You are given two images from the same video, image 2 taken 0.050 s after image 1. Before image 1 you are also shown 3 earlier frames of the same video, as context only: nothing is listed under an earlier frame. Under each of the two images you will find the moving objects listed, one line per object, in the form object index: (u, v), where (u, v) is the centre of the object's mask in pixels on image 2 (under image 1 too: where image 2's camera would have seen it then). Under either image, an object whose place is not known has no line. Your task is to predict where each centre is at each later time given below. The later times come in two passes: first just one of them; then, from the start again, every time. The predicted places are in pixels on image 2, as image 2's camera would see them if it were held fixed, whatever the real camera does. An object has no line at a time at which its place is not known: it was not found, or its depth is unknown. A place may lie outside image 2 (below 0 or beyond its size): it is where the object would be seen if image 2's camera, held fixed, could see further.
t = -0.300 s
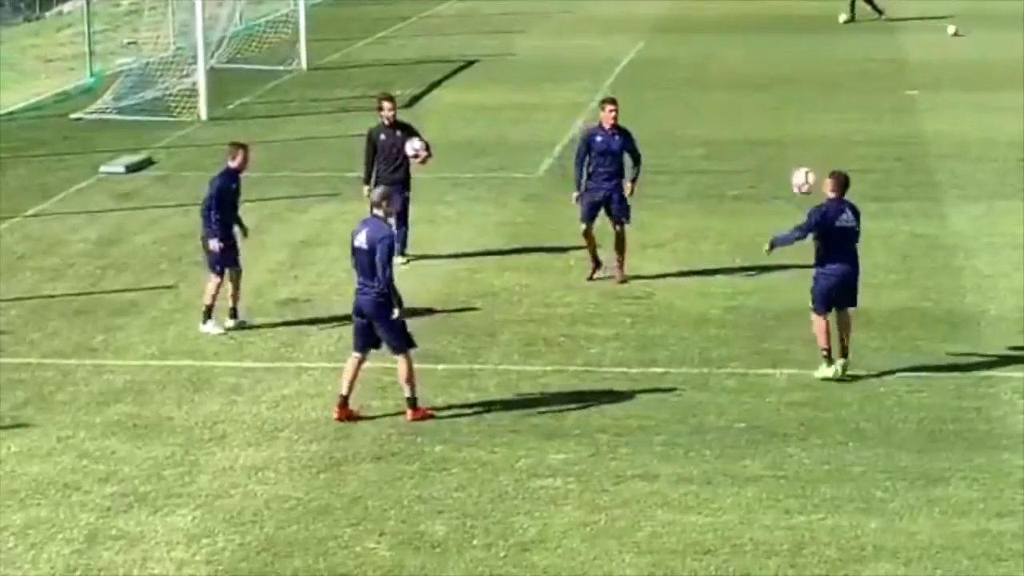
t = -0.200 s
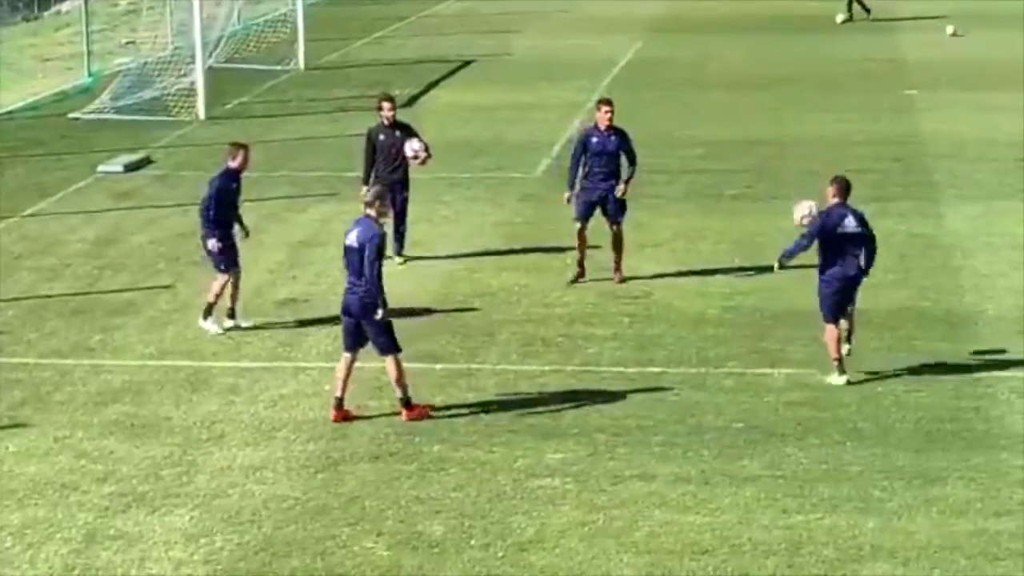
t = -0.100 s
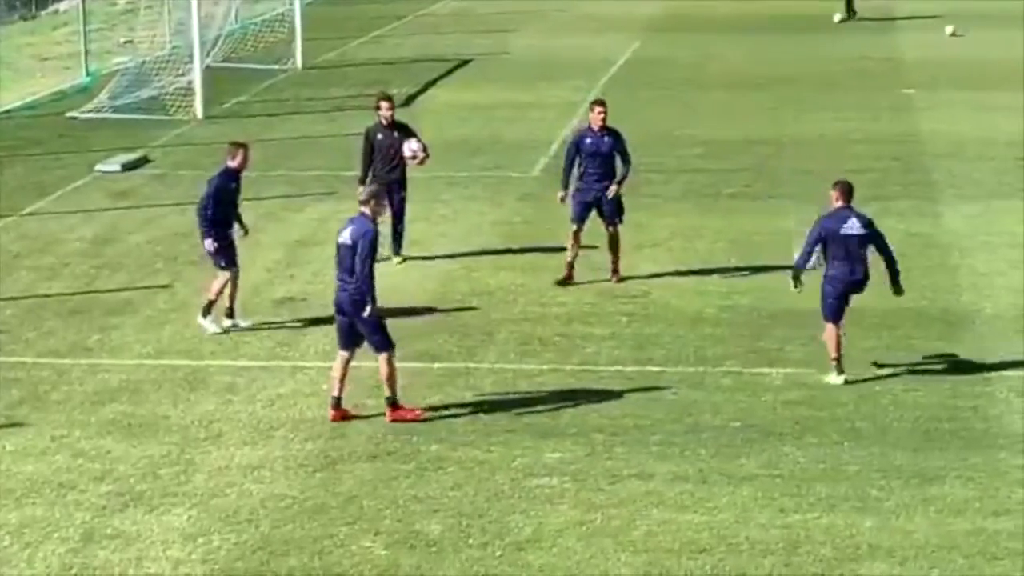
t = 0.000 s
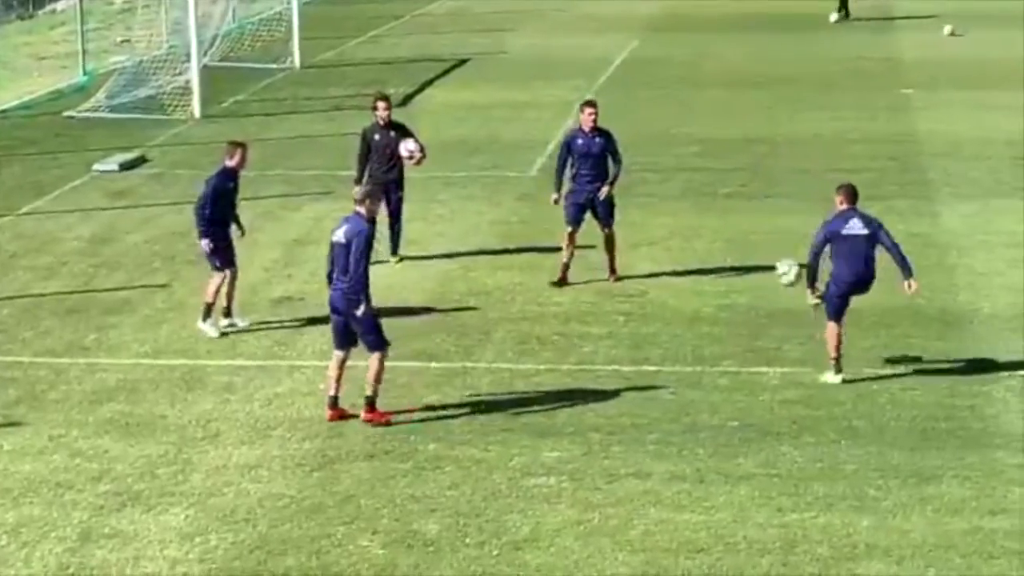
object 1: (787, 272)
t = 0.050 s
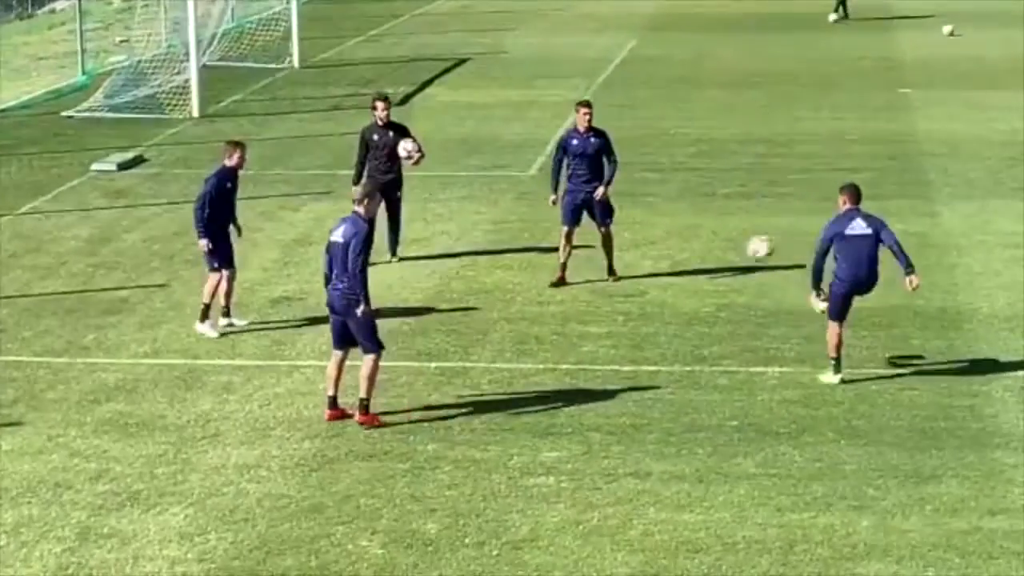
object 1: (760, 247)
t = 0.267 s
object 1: (640, 178)
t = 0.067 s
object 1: (751, 241)
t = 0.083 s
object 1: (741, 233)
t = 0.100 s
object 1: (731, 227)
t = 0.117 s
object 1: (723, 220)
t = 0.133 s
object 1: (714, 214)
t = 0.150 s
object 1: (705, 208)
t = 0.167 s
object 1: (695, 202)
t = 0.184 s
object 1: (686, 198)
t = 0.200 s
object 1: (677, 192)
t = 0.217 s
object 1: (668, 187)
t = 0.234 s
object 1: (659, 184)
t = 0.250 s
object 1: (649, 181)
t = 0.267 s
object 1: (640, 178)
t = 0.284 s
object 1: (631, 175)
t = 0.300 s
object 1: (622, 172)
